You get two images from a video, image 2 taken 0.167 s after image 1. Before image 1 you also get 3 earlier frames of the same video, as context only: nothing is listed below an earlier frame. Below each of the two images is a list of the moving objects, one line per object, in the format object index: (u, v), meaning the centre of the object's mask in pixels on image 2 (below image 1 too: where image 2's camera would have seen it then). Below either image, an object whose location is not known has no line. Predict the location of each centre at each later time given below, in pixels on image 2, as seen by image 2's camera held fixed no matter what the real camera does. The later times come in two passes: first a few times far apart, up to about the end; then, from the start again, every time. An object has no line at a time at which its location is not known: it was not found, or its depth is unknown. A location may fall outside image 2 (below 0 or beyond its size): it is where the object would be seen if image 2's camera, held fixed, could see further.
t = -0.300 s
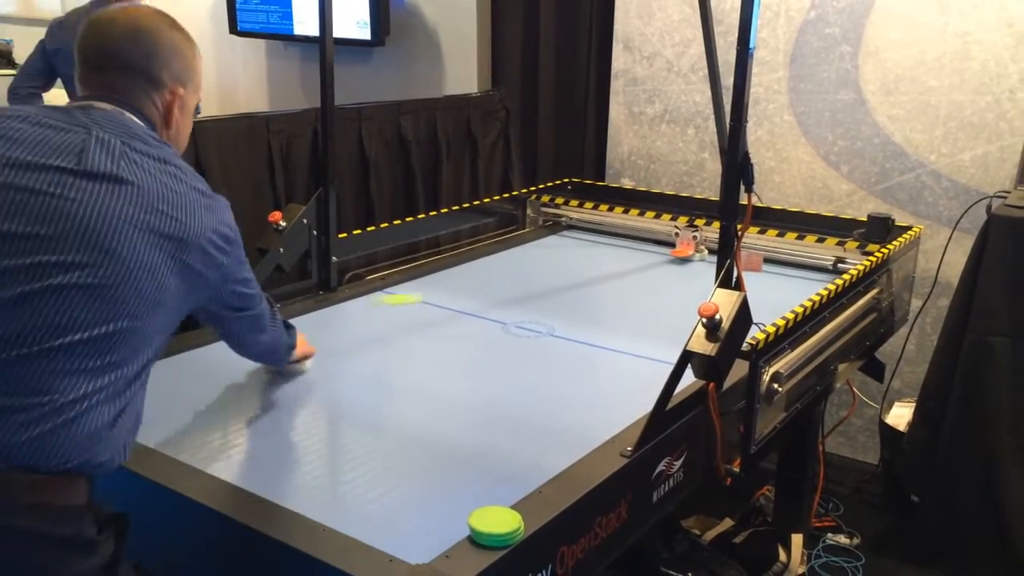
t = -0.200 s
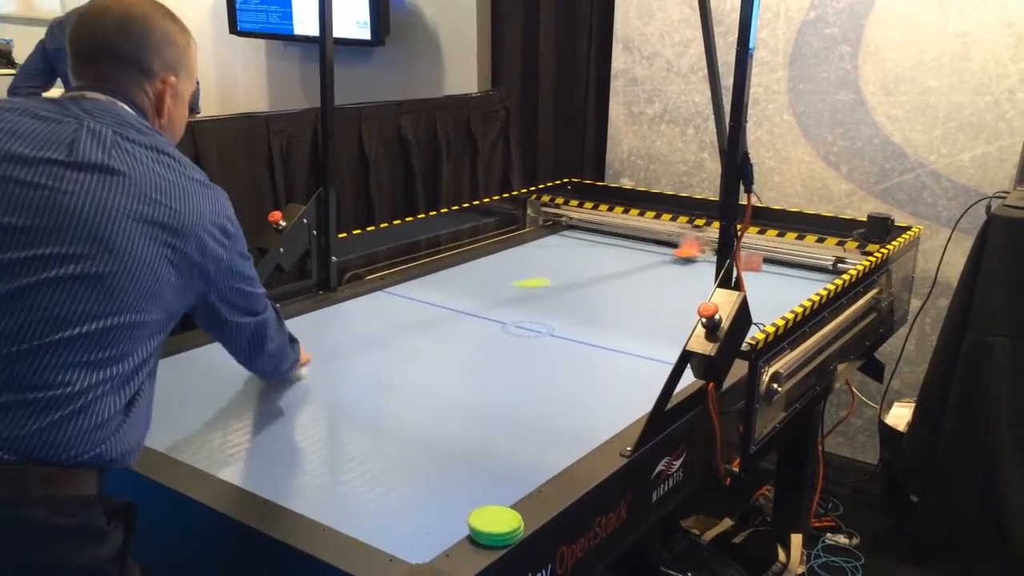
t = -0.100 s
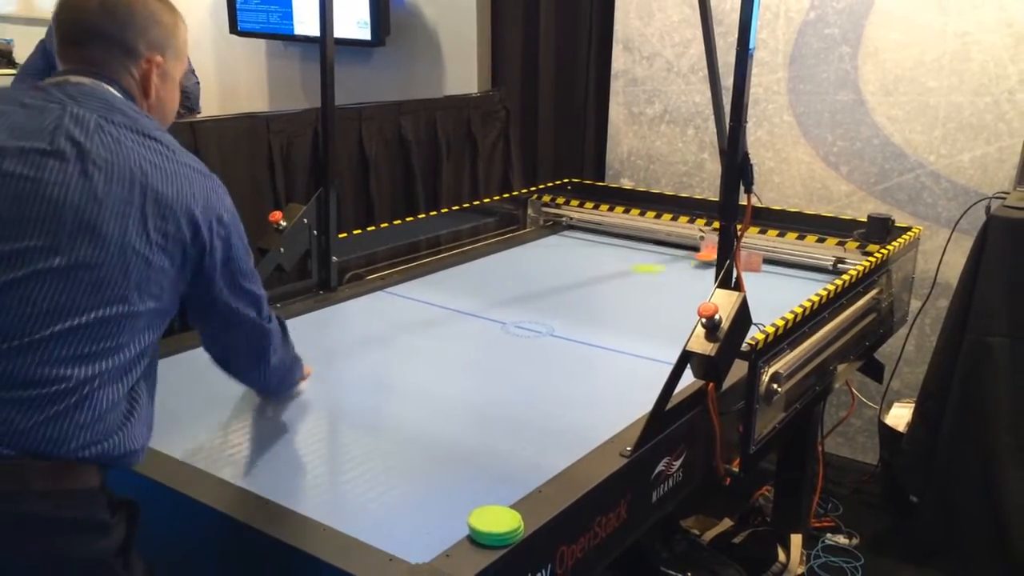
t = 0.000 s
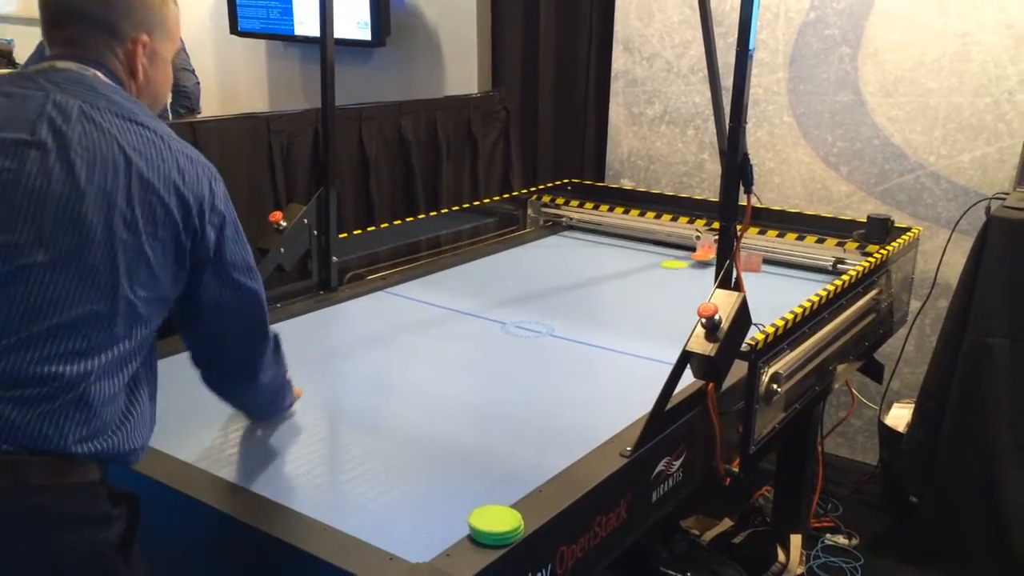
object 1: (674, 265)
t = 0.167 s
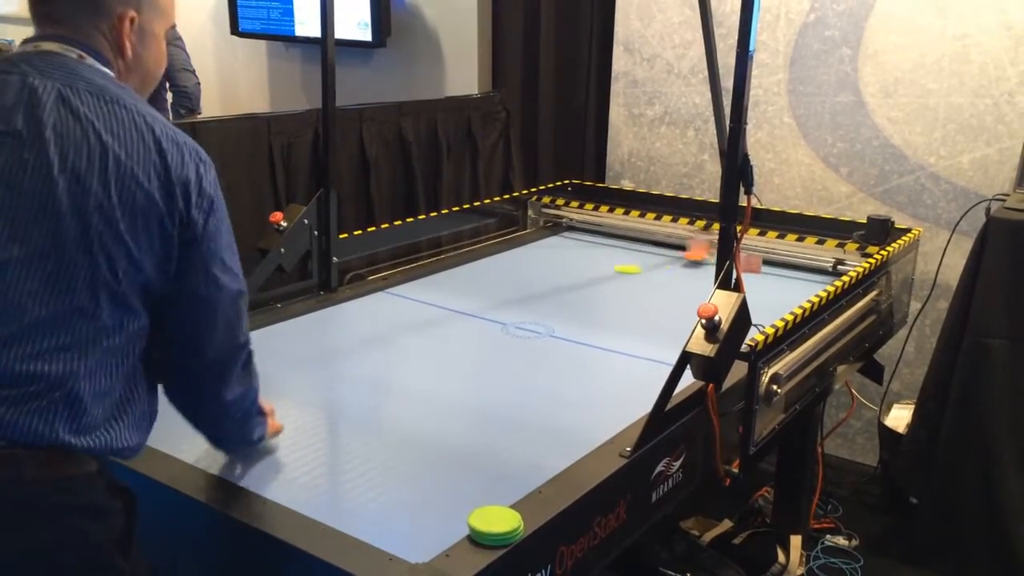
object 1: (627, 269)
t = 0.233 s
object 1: (611, 270)
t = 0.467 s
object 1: (542, 276)
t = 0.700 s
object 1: (470, 282)
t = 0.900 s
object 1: (408, 287)
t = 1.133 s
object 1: (394, 309)
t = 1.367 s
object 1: (377, 334)
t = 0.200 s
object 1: (620, 269)
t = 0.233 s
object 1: (611, 270)
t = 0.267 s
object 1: (601, 271)
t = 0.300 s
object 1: (591, 272)
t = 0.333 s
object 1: (581, 273)
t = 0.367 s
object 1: (572, 273)
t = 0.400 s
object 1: (562, 274)
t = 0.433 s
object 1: (552, 275)
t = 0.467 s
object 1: (542, 276)
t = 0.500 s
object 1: (533, 277)
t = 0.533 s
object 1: (523, 277)
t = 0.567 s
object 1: (511, 278)
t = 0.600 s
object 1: (501, 279)
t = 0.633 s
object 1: (490, 280)
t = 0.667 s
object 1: (480, 281)
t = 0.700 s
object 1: (470, 282)
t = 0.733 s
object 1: (460, 283)
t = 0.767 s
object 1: (450, 283)
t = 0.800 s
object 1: (439, 284)
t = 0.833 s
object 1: (429, 285)
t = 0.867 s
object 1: (417, 286)
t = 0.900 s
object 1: (408, 287)
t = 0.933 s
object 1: (406, 290)
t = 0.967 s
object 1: (403, 293)
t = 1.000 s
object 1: (401, 296)
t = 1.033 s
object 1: (399, 298)
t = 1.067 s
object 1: (397, 302)
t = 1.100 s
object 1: (395, 306)
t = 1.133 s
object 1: (394, 309)
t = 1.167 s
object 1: (391, 312)
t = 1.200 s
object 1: (388, 316)
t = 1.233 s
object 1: (386, 319)
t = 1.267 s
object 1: (384, 323)
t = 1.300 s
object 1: (381, 326)
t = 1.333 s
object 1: (379, 330)
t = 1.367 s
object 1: (377, 334)
